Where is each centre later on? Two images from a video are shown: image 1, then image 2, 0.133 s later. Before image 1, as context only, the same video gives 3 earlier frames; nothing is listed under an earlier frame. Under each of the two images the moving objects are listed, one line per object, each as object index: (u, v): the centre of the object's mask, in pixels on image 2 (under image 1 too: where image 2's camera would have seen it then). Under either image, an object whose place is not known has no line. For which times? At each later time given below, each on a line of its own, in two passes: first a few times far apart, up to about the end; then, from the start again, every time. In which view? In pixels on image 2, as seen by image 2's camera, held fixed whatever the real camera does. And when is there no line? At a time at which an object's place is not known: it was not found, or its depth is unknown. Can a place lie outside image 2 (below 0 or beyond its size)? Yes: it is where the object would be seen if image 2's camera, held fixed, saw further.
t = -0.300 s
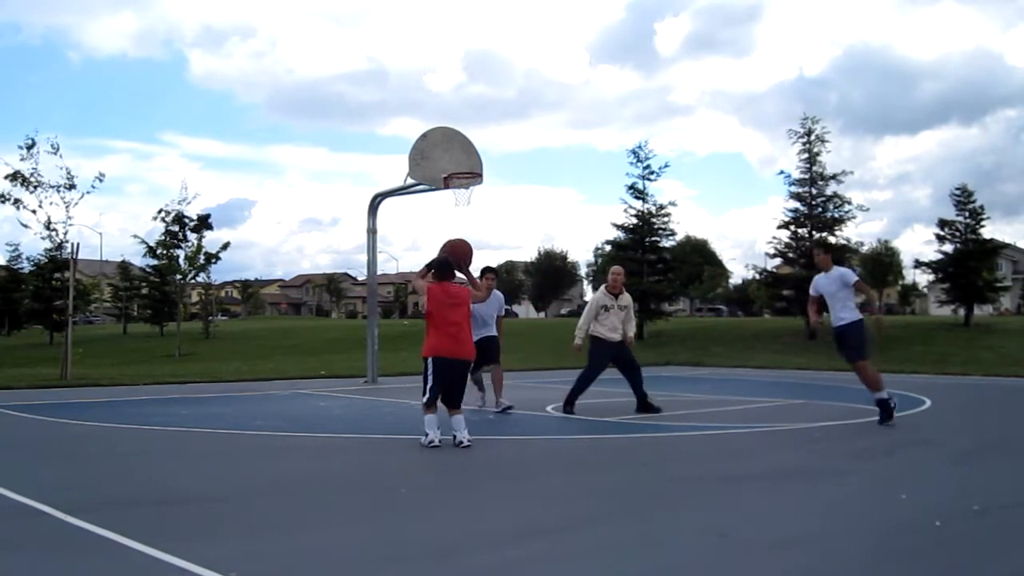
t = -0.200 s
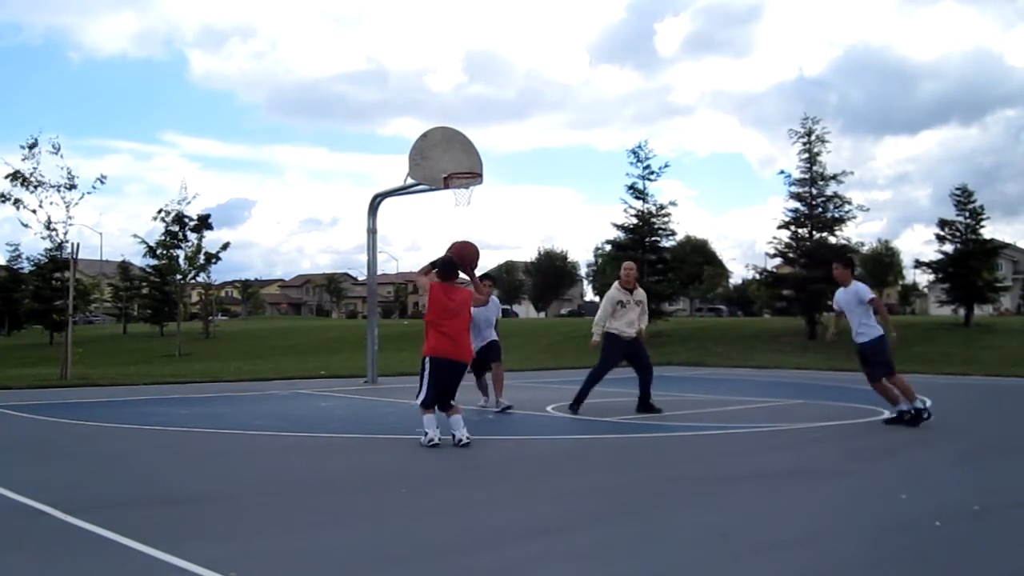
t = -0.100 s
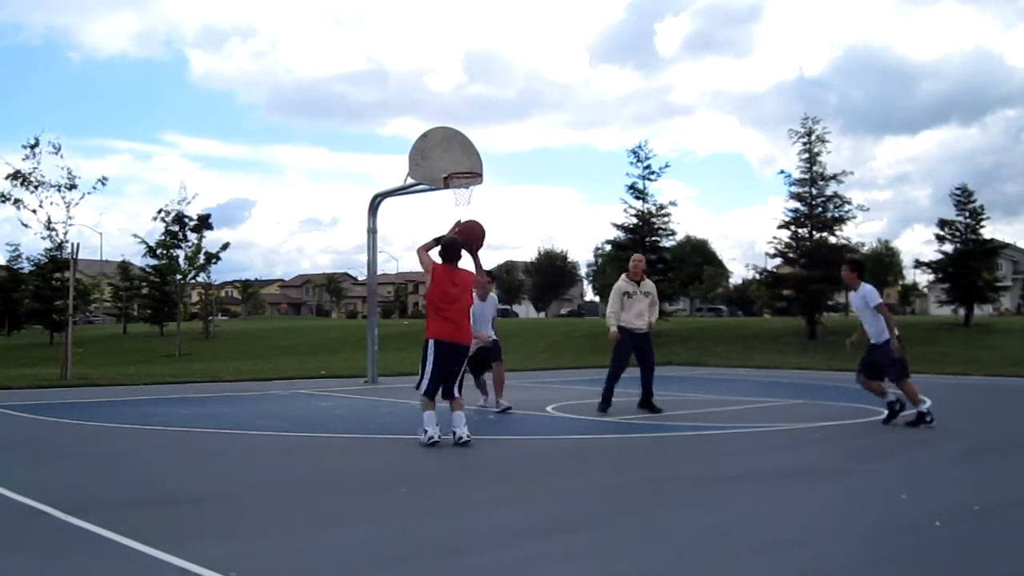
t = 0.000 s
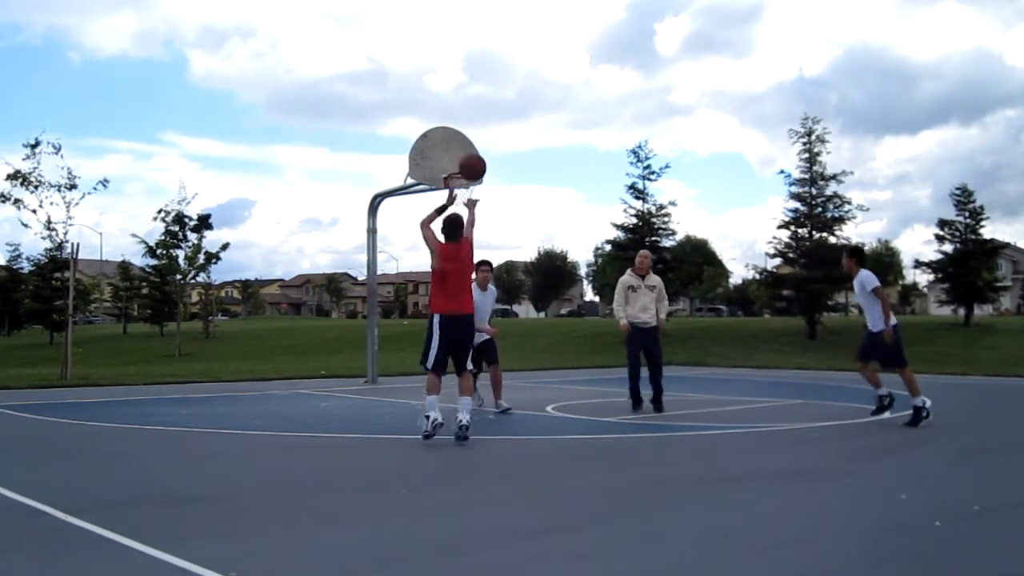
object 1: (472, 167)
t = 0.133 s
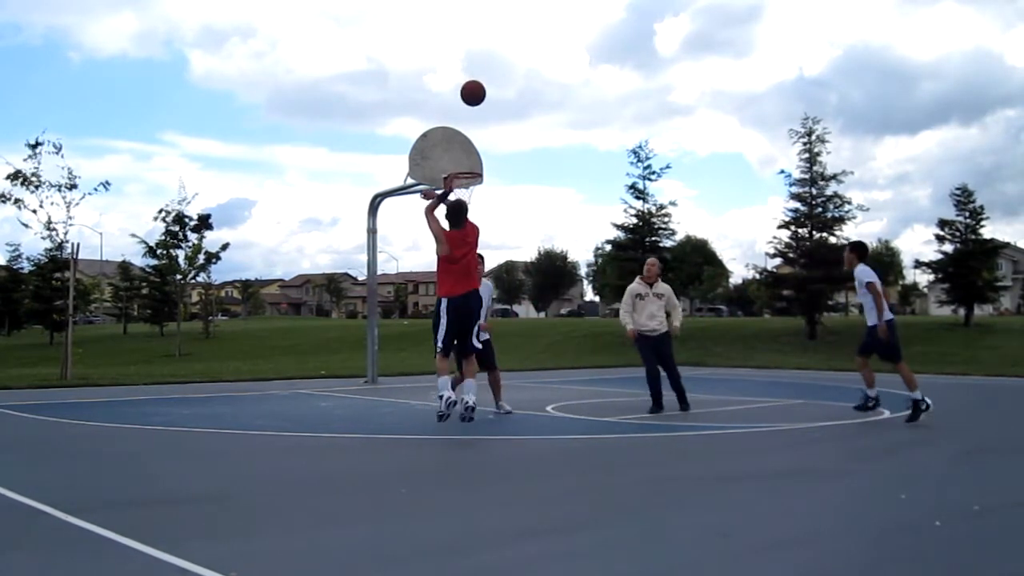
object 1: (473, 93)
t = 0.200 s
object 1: (473, 67)
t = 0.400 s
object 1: (473, 23)
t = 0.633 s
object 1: (472, 22)
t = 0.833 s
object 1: (472, 54)
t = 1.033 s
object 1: (470, 109)
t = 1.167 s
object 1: (469, 157)
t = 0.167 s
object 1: (473, 79)
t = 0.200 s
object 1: (473, 67)
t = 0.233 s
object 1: (473, 56)
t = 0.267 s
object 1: (473, 47)
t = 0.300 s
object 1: (473, 39)
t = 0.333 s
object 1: (473, 33)
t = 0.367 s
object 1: (473, 28)
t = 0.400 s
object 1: (473, 23)
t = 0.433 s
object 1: (473, 20)
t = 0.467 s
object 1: (473, 18)
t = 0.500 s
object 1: (473, 17)
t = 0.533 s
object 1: (473, 17)
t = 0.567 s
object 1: (472, 18)
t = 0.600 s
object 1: (472, 20)
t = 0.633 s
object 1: (472, 22)
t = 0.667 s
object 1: (472, 26)
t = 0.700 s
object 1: (472, 30)
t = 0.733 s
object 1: (472, 35)
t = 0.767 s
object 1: (472, 41)
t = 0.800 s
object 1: (471, 47)
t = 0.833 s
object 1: (472, 54)
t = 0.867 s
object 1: (471, 62)
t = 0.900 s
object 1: (471, 70)
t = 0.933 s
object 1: (471, 79)
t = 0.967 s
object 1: (471, 88)
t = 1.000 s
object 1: (471, 99)
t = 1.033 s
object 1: (470, 109)
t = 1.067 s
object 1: (470, 120)
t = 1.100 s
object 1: (470, 132)
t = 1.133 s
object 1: (469, 144)
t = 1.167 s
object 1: (469, 157)
